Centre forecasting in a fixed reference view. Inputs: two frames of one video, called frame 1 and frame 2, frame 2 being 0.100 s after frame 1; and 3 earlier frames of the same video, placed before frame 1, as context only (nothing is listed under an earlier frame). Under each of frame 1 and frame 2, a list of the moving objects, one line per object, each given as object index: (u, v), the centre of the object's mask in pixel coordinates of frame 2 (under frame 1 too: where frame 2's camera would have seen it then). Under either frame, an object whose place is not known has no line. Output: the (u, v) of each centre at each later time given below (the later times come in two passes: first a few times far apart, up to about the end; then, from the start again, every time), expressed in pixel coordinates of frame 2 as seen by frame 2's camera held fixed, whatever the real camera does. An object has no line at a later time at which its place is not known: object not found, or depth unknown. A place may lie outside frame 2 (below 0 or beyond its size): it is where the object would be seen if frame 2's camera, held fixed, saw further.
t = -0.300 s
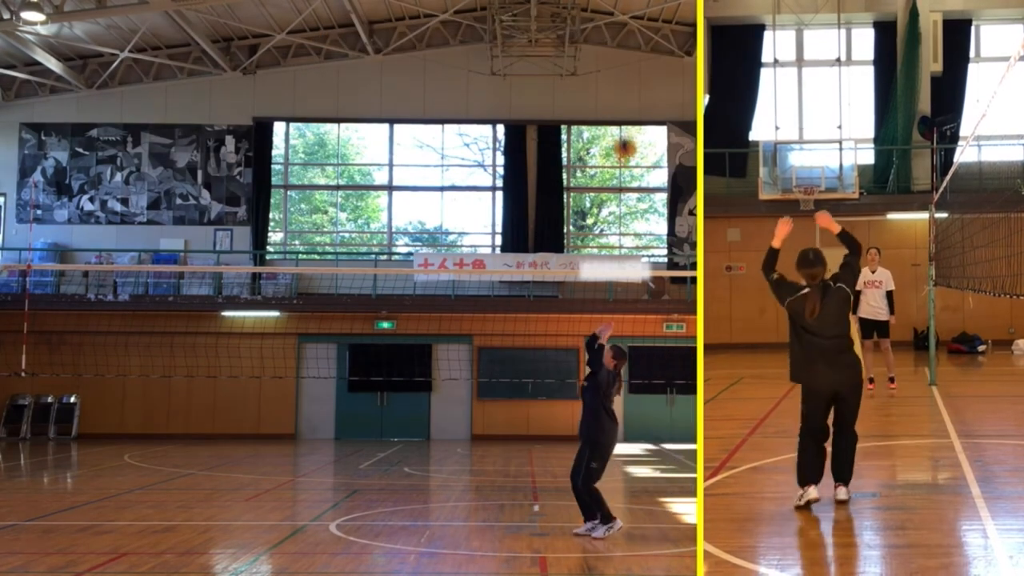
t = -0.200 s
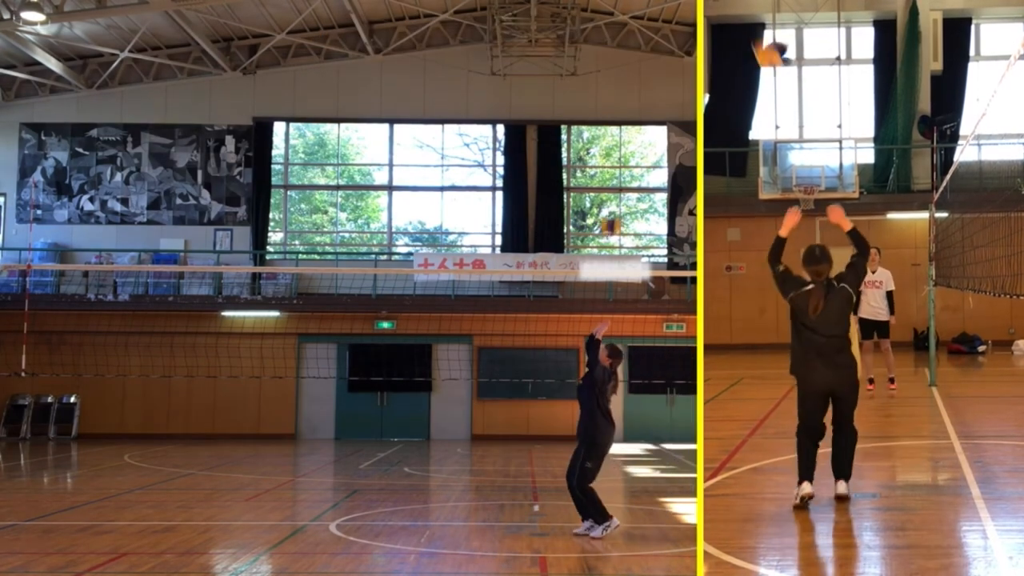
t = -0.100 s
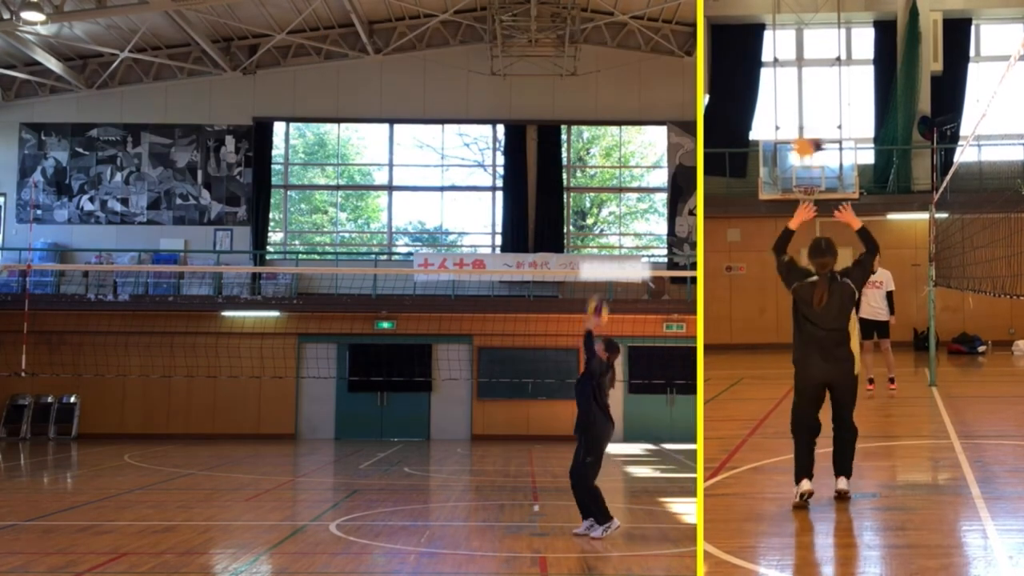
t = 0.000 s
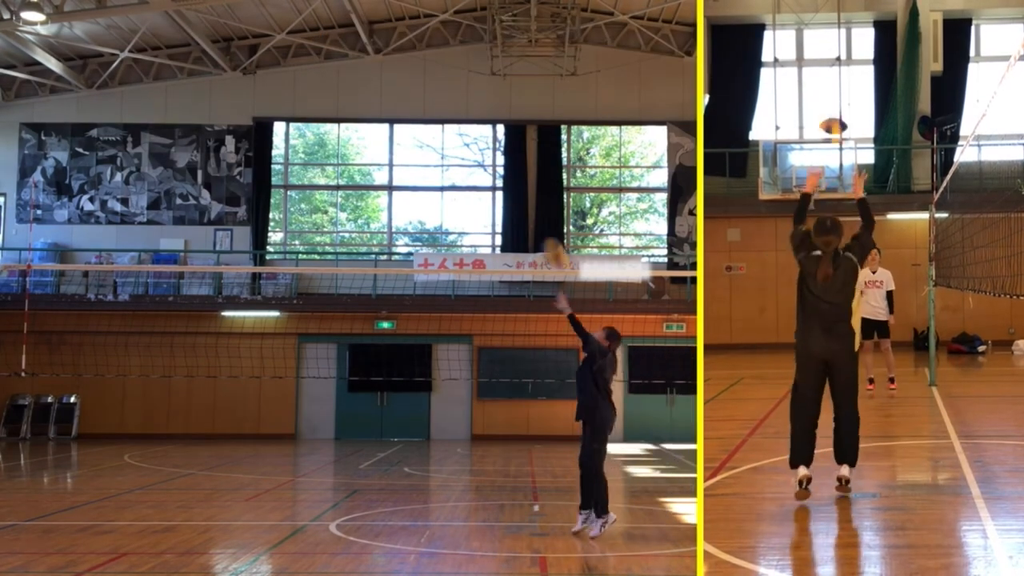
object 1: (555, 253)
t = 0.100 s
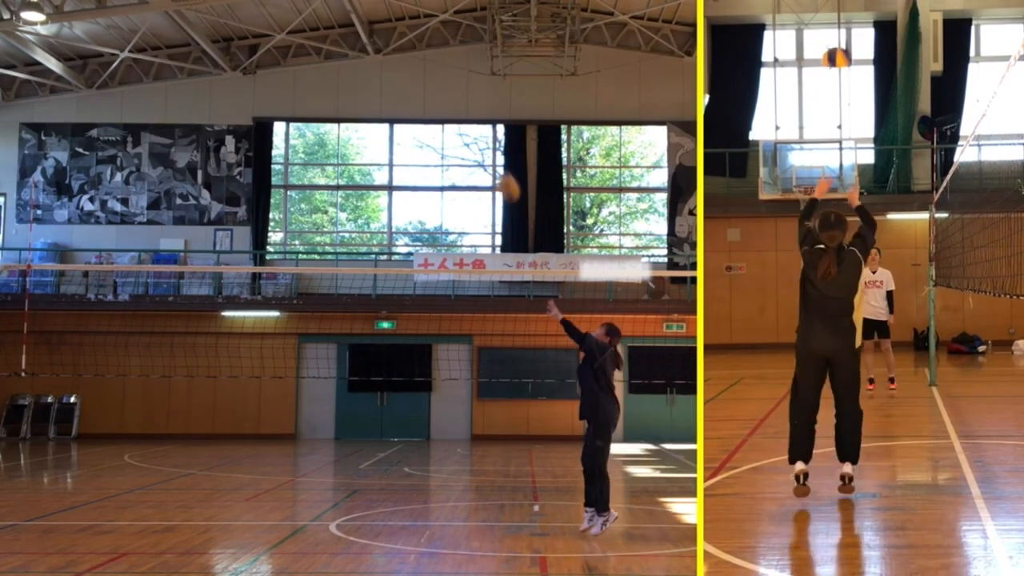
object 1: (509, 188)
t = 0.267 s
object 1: (425, 100)
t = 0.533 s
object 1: (302, 34)
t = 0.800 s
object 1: (184, 49)
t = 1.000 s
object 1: (96, 111)
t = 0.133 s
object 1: (488, 165)
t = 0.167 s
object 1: (473, 146)
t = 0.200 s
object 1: (456, 126)
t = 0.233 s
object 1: (440, 113)
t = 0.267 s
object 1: (425, 100)
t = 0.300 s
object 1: (410, 87)
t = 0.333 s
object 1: (395, 76)
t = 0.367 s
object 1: (378, 65)
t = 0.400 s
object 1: (364, 56)
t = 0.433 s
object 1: (348, 49)
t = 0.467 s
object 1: (333, 43)
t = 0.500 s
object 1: (318, 38)
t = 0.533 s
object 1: (302, 34)
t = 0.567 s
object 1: (287, 31)
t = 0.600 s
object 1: (271, 30)
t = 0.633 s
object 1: (257, 30)
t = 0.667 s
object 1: (243, 31)
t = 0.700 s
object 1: (228, 33)
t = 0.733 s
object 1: (214, 37)
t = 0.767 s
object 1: (199, 42)
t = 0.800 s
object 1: (184, 49)
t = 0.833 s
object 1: (170, 56)
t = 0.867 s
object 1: (155, 65)
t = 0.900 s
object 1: (140, 75)
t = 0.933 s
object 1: (126, 85)
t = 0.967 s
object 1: (111, 98)
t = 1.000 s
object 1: (96, 111)
